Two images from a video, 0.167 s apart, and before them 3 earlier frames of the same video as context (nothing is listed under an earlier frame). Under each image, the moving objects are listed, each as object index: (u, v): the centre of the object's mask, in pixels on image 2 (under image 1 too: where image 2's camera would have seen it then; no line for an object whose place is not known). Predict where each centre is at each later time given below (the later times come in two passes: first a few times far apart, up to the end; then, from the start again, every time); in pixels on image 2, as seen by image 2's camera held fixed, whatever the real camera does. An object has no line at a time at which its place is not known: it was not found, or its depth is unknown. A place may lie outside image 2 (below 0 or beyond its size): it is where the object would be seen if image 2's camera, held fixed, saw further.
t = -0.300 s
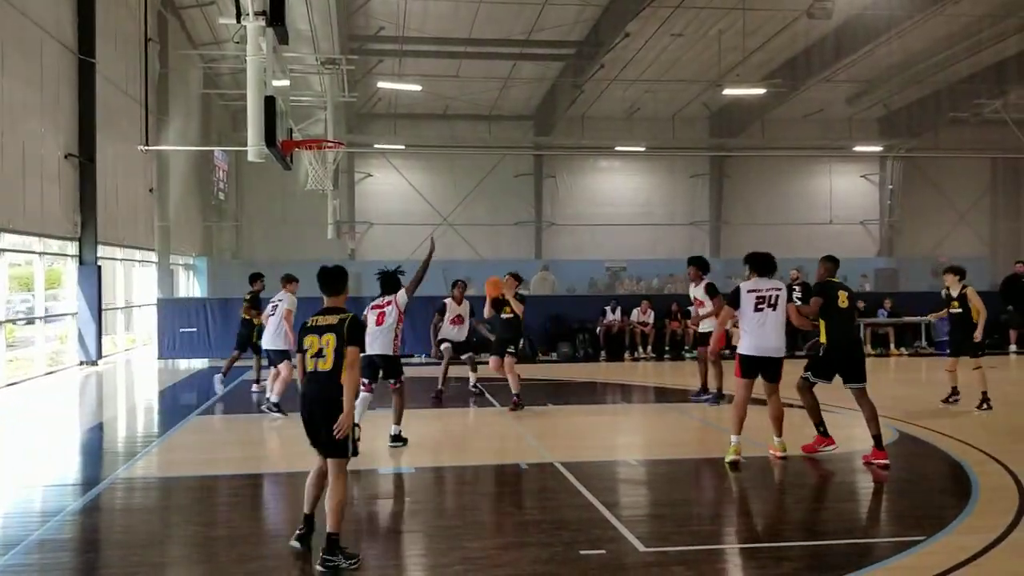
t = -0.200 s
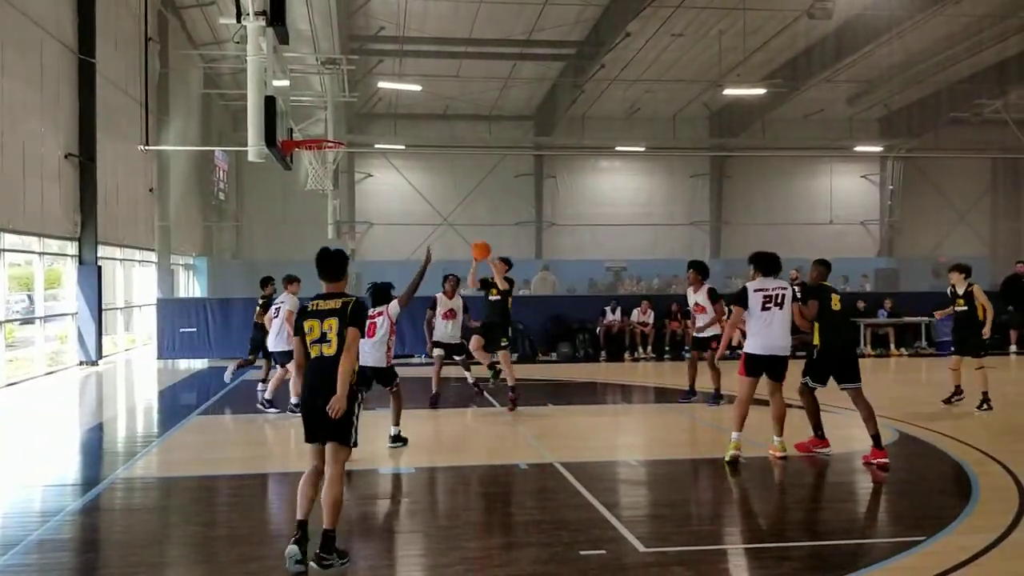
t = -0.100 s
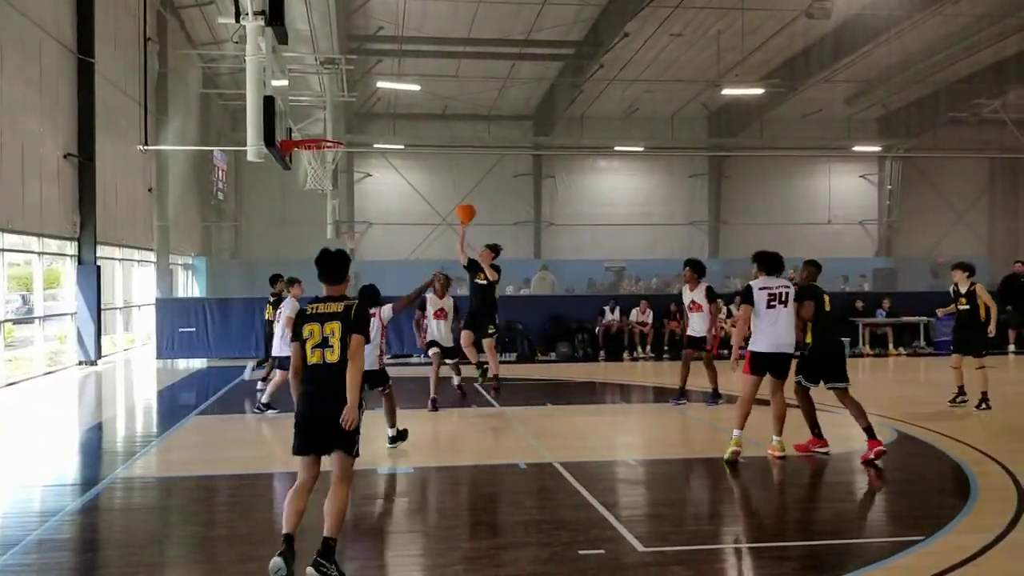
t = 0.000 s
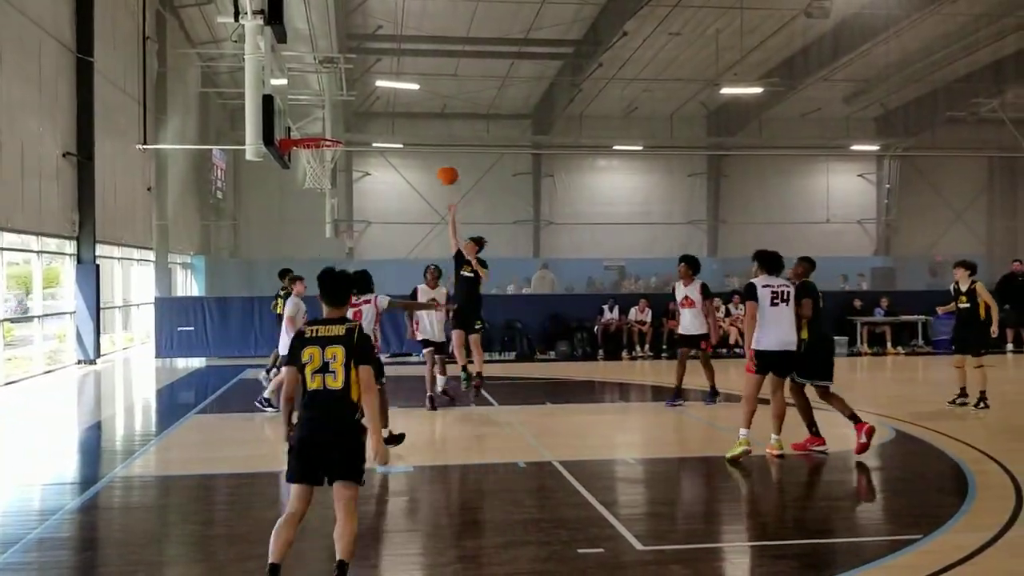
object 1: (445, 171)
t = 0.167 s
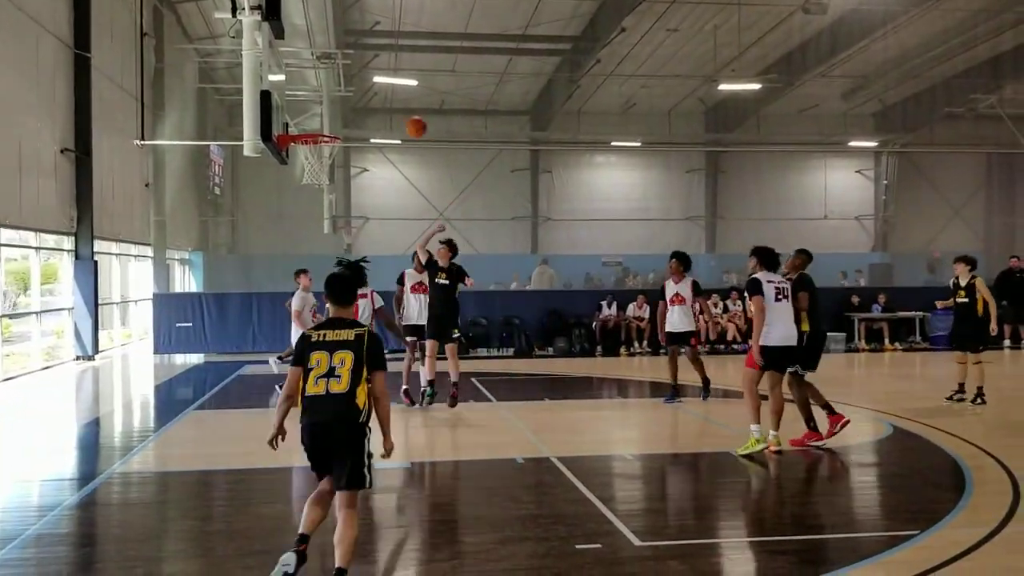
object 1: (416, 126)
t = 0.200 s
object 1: (410, 121)
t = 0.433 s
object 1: (365, 103)
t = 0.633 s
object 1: (324, 125)
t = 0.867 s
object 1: (295, 162)
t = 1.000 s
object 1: (297, 180)
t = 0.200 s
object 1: (410, 121)
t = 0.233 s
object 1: (404, 116)
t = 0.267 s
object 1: (398, 112)
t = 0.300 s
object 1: (391, 108)
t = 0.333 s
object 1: (385, 105)
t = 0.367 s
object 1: (378, 103)
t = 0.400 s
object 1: (372, 102)
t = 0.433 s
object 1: (365, 103)
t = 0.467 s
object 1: (358, 104)
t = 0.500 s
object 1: (351, 106)
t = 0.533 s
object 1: (345, 109)
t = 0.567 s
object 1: (338, 114)
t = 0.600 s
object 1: (331, 119)
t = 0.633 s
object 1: (324, 125)
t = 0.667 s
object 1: (317, 131)
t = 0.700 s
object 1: (311, 145)
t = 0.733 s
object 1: (303, 151)
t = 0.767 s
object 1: (298, 157)
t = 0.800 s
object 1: (296, 159)
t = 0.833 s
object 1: (296, 158)
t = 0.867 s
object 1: (295, 162)
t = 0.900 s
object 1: (295, 164)
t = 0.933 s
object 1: (296, 167)
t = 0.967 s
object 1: (296, 174)
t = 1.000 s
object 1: (297, 180)
